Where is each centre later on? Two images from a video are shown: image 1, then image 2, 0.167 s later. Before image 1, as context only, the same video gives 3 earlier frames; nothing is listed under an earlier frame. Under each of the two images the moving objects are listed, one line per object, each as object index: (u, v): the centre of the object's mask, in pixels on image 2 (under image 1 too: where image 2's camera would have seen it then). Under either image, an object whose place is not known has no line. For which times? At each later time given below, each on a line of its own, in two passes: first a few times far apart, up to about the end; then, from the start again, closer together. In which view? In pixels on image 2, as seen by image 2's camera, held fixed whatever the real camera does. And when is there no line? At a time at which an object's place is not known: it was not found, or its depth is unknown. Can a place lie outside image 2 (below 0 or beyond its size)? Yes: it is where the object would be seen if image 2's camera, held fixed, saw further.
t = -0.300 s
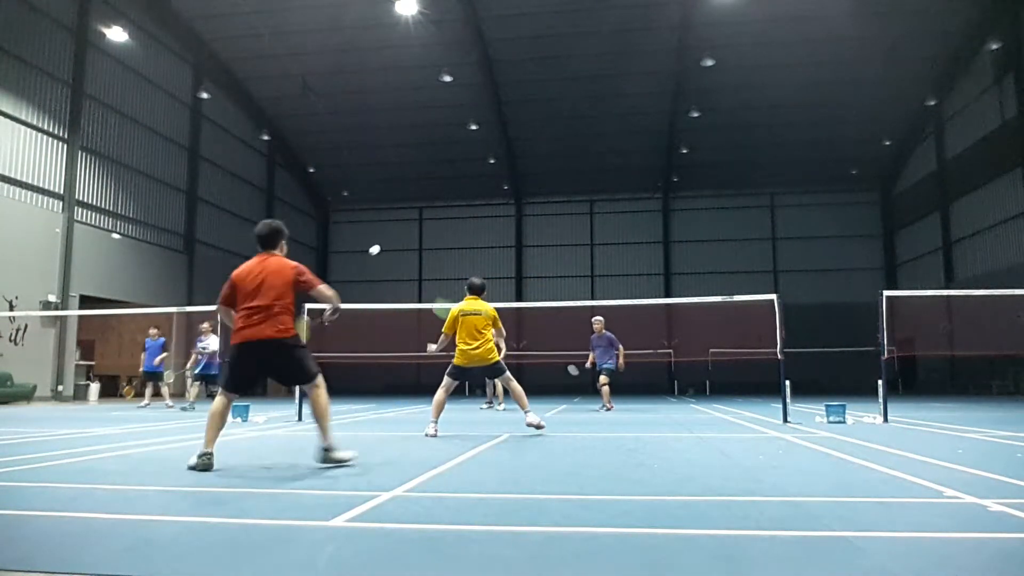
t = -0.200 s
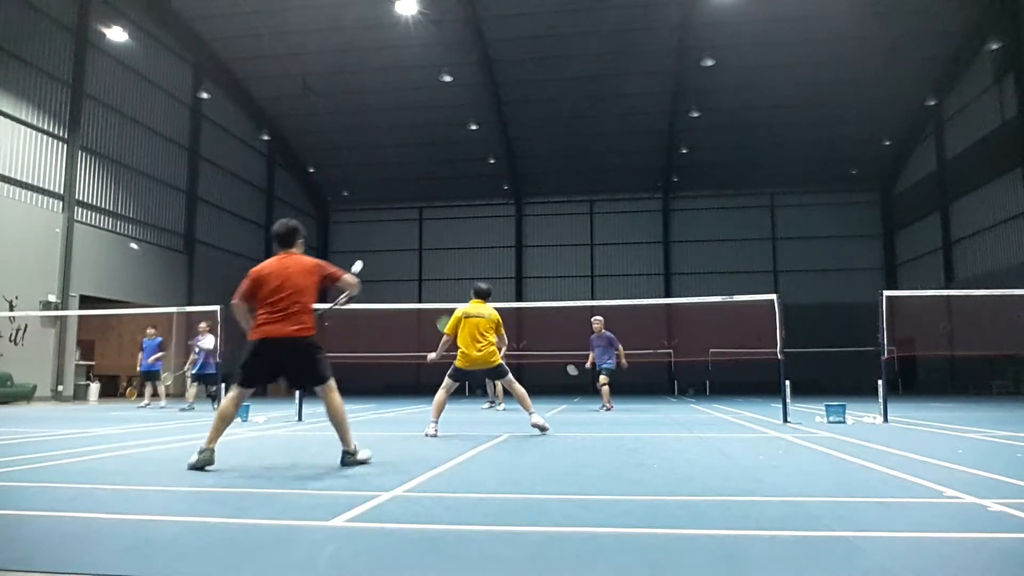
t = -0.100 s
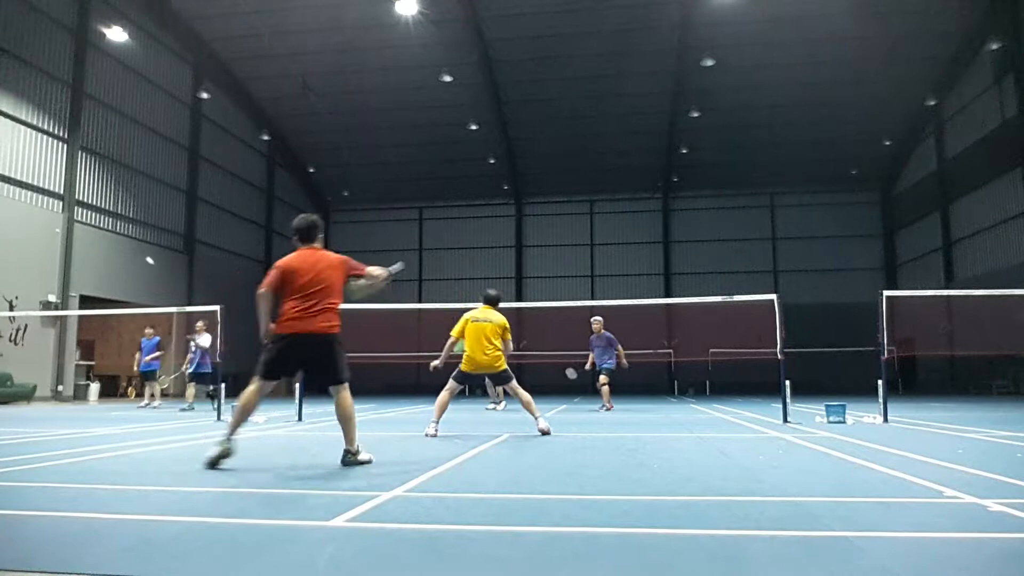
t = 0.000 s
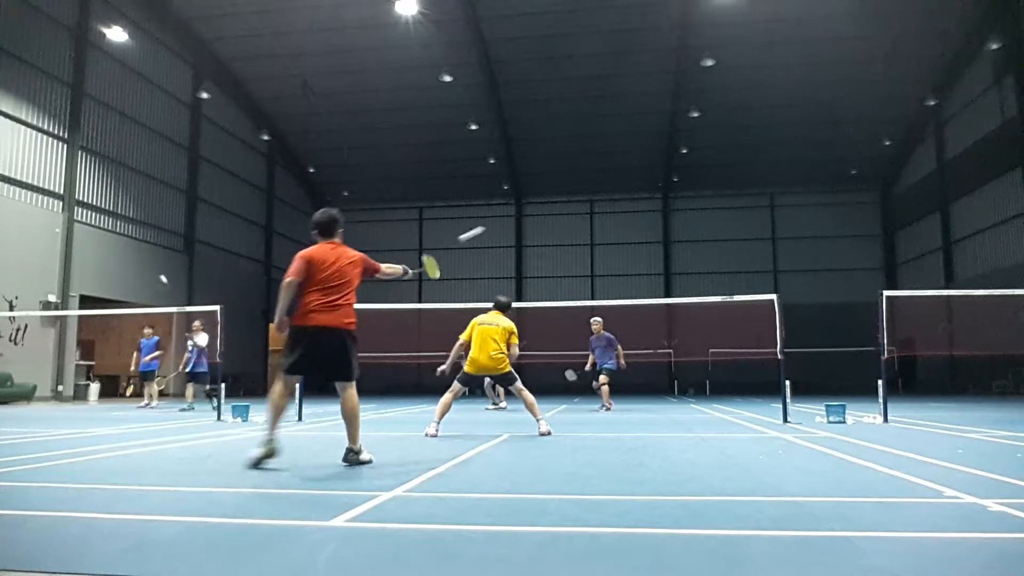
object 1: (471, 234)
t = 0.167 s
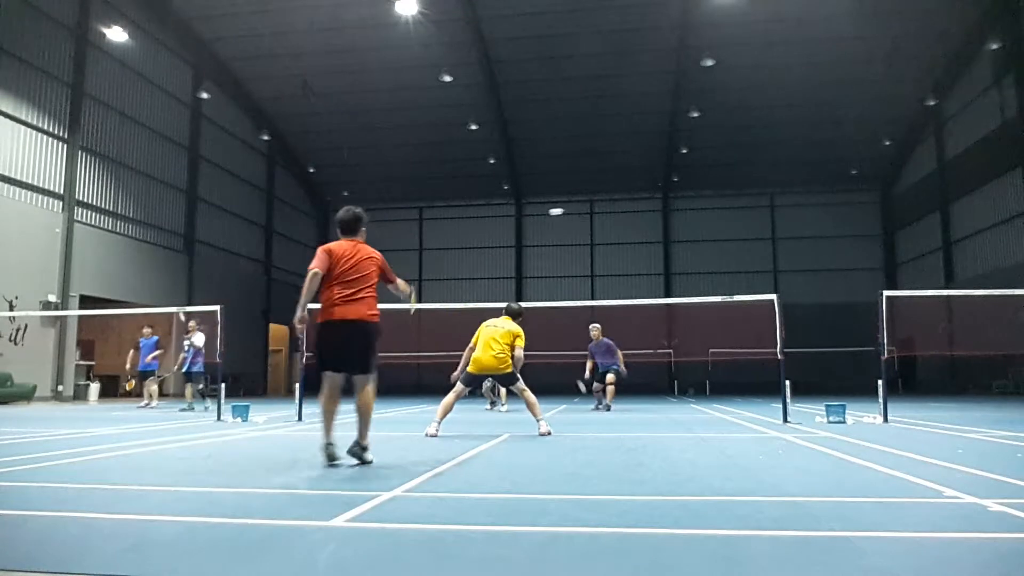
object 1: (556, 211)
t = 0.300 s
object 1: (595, 214)
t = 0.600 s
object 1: (651, 258)
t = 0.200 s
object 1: (567, 211)
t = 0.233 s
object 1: (578, 211)
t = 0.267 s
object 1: (587, 212)
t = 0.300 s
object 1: (595, 214)
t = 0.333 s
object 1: (603, 217)
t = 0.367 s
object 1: (611, 220)
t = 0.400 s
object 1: (618, 224)
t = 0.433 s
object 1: (624, 228)
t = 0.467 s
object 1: (630, 233)
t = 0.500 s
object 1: (636, 238)
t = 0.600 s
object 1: (651, 258)
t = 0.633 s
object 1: (656, 265)
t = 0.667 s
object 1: (661, 273)
